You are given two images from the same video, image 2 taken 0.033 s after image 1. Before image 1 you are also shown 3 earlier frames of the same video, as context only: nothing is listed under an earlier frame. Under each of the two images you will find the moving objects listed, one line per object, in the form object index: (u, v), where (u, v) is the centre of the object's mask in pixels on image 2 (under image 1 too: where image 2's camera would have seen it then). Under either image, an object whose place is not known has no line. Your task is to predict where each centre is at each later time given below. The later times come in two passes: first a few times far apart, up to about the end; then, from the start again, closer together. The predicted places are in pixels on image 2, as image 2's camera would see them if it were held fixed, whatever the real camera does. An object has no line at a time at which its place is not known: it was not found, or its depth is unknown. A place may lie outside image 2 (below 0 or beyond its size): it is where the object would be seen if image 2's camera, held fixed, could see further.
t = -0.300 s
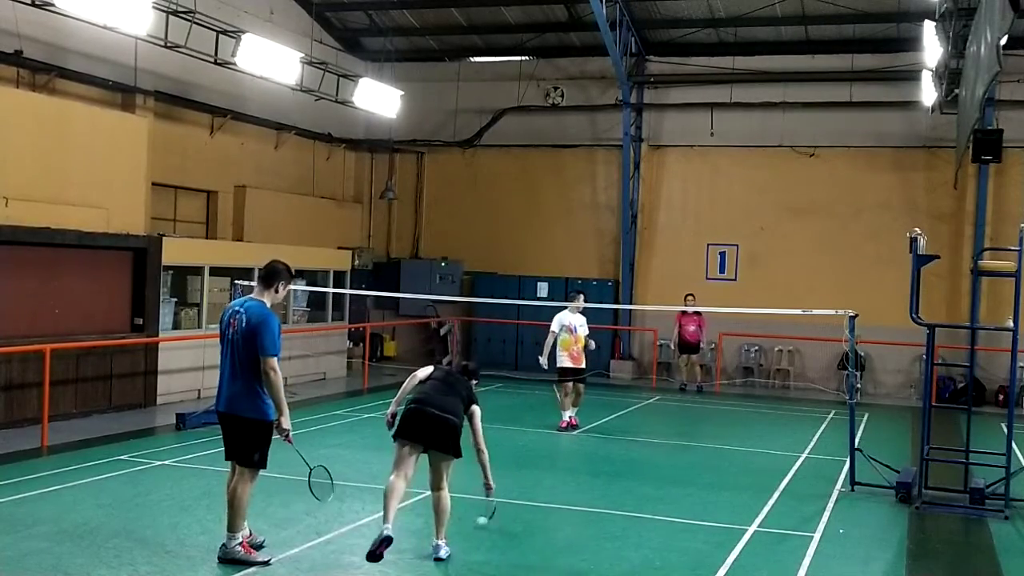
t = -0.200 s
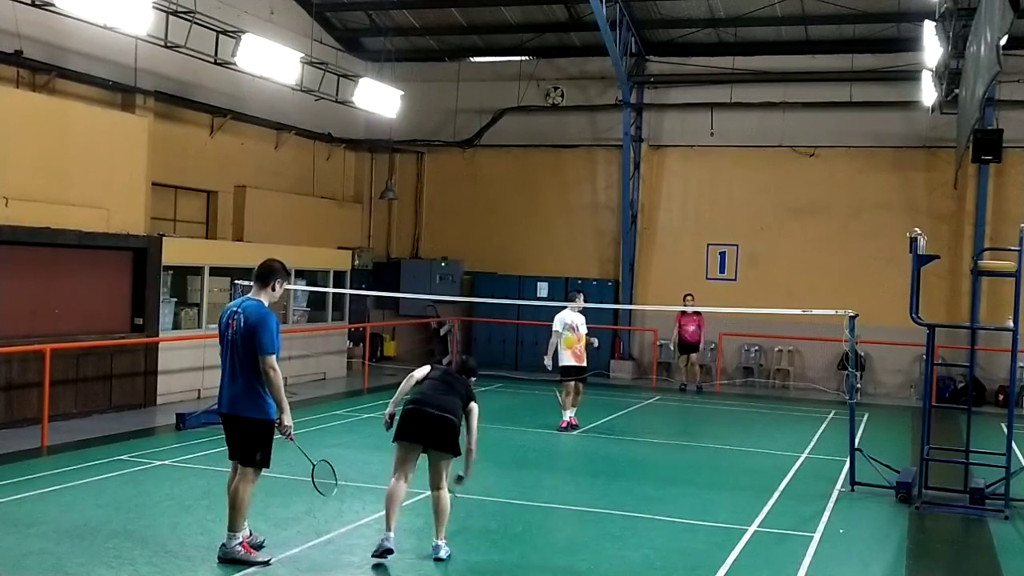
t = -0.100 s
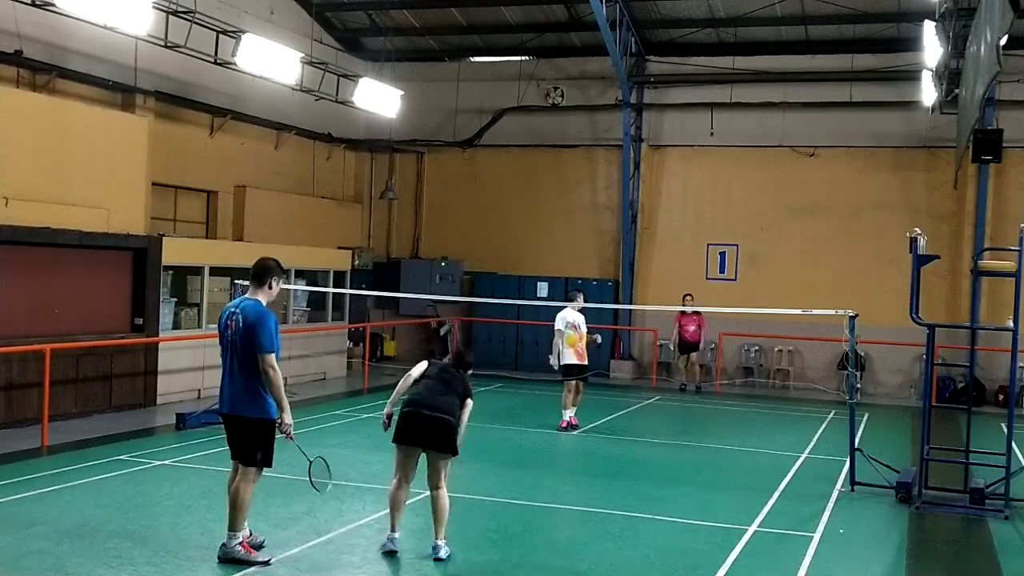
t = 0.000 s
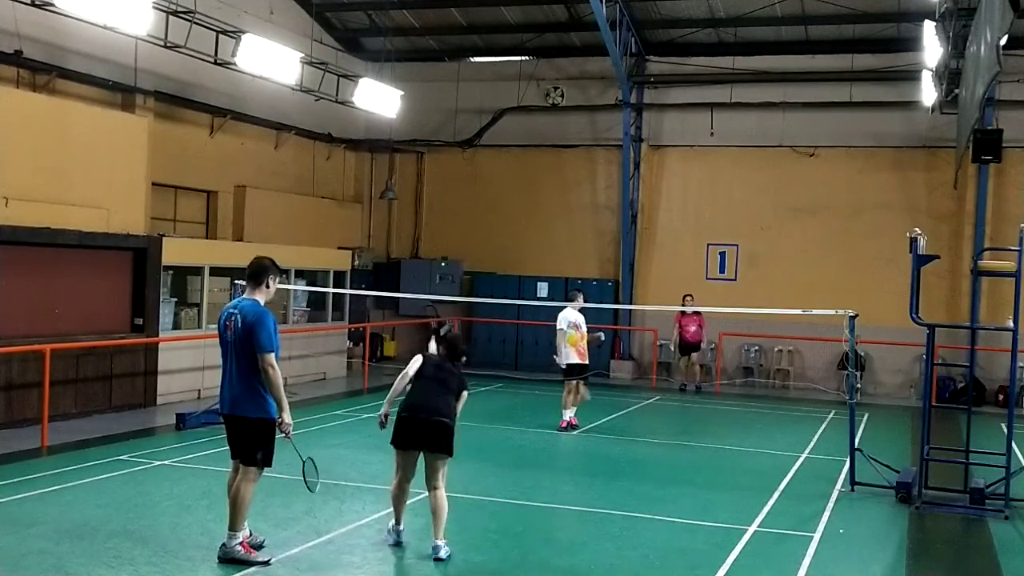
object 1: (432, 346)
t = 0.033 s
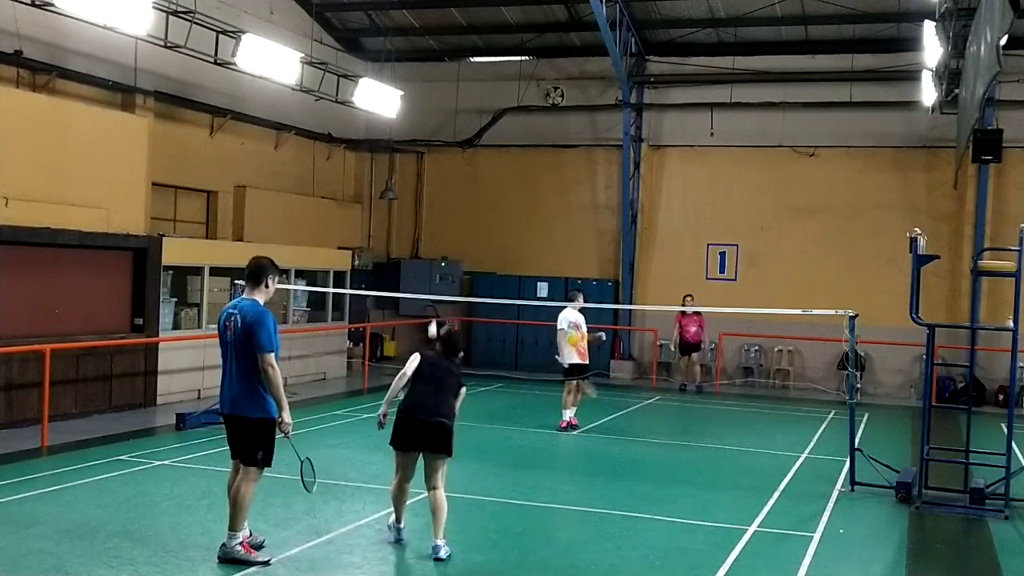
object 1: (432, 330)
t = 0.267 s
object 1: (438, 260)
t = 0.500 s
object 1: (440, 263)
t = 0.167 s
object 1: (436, 277)
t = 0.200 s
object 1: (437, 271)
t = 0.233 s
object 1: (438, 265)
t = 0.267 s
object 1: (438, 260)
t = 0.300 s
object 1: (439, 258)
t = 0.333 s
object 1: (439, 258)
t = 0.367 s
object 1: (440, 257)
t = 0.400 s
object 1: (440, 257)
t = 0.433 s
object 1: (440, 258)
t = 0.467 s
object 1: (440, 260)
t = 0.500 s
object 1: (440, 263)
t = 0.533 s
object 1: (441, 267)
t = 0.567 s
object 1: (442, 269)
